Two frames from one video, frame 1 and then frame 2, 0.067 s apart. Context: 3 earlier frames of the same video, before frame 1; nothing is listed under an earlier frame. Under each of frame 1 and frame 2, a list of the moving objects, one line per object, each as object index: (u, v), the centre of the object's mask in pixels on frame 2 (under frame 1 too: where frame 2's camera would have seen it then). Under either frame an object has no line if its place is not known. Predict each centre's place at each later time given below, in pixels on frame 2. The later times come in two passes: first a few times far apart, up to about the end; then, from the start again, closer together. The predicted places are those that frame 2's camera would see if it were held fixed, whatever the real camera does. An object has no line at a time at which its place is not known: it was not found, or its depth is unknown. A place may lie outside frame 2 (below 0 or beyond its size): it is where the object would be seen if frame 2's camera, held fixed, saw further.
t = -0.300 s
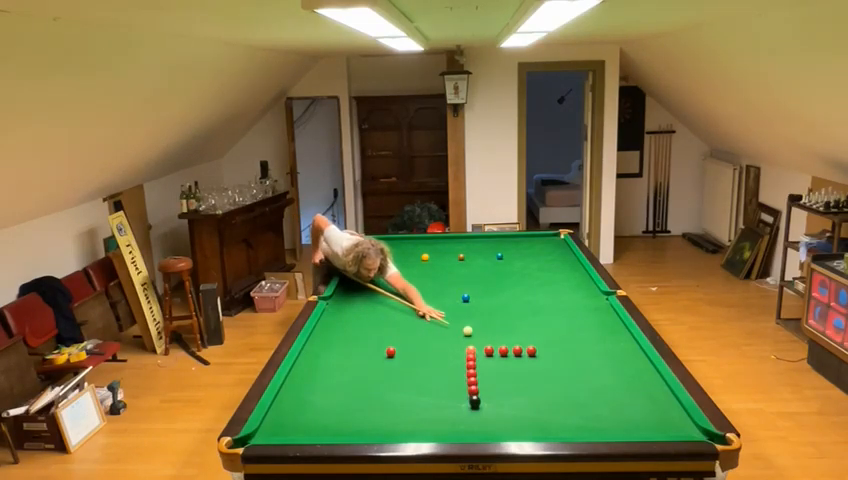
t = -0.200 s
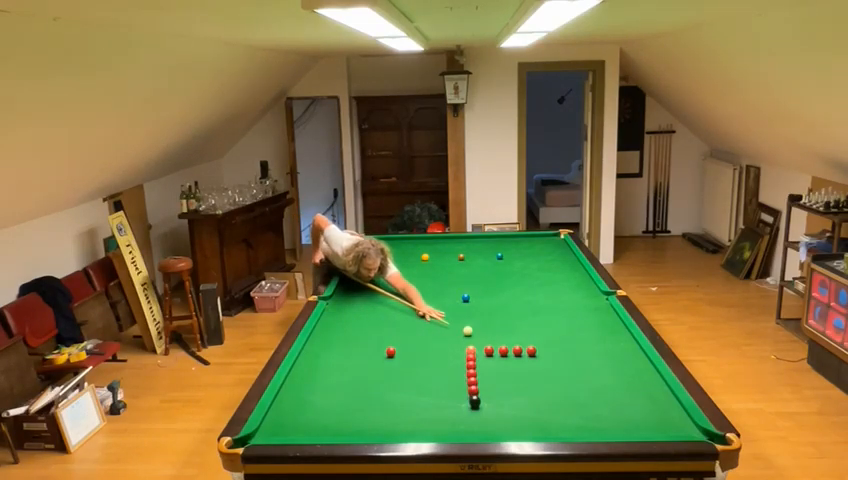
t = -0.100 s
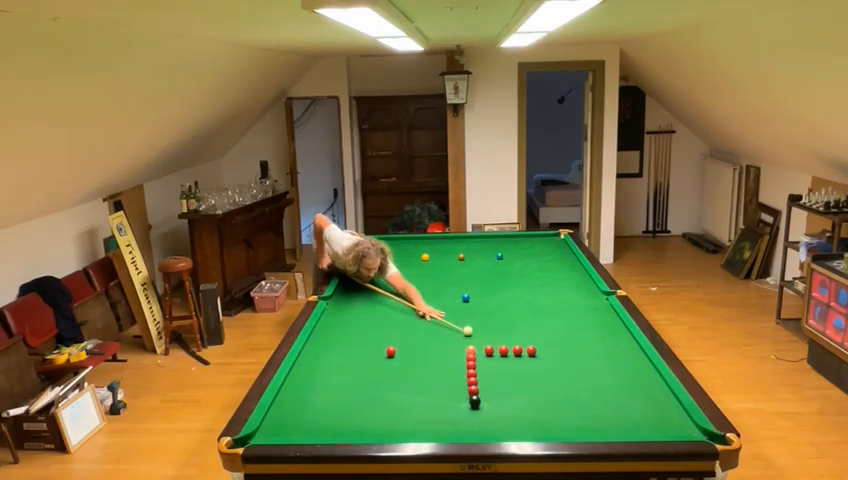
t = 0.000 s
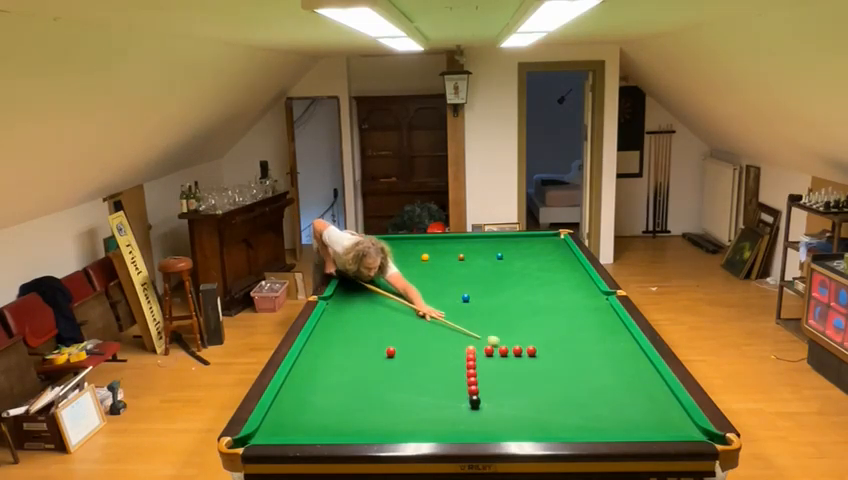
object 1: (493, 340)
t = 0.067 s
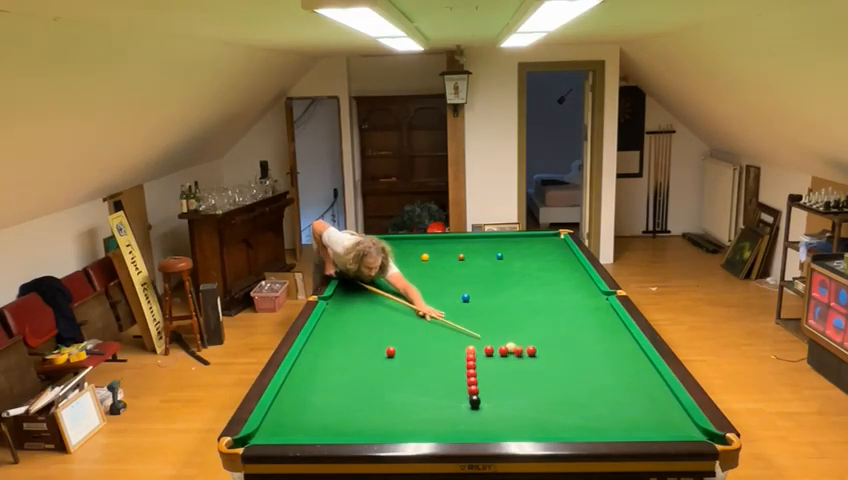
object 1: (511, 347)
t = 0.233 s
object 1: (512, 345)
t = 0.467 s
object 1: (512, 343)
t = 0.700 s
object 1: (513, 341)
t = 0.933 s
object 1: (514, 339)
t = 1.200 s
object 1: (514, 338)
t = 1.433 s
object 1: (515, 337)
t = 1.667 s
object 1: (515, 337)
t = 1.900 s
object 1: (515, 337)
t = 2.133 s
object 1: (515, 337)
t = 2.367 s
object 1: (515, 337)
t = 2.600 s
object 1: (515, 337)
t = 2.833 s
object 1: (515, 337)
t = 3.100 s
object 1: (515, 337)
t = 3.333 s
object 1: (515, 337)
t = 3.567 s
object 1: (515, 336)
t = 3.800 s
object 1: (515, 336)
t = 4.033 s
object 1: (515, 337)
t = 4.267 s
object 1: (515, 337)
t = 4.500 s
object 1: (515, 337)
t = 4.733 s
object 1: (515, 337)
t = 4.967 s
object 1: (516, 337)
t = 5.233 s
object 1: (514, 337)
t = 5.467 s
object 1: (516, 337)
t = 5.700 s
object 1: (516, 337)
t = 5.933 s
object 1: (515, 337)
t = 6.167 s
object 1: (515, 337)
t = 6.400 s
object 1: (515, 337)
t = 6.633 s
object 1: (515, 337)
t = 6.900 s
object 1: (515, 337)
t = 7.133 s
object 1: (515, 337)
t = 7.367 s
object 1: (515, 337)
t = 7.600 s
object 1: (515, 337)
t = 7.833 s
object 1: (515, 337)
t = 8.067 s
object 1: (515, 337)
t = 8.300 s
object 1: (515, 337)
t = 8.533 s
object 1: (515, 337)
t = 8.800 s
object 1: (515, 337)
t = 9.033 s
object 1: (515, 337)
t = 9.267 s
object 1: (515, 337)
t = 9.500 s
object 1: (515, 337)
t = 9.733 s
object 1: (515, 337)
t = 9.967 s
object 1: (515, 337)
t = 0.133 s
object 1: (511, 347)
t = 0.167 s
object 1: (511, 347)
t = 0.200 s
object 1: (512, 346)
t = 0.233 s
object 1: (512, 345)
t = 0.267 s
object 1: (512, 345)
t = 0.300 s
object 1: (512, 345)
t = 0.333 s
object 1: (512, 344)
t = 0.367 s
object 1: (512, 344)
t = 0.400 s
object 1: (512, 343)
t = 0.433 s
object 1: (512, 343)
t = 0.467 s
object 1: (512, 343)
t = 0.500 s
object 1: (512, 343)
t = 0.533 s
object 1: (512, 343)
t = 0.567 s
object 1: (513, 343)
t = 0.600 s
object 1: (513, 342)
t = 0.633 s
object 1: (513, 342)
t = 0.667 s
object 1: (513, 341)
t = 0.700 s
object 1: (513, 341)
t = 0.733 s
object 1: (513, 341)
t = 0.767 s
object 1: (513, 341)
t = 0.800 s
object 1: (513, 341)
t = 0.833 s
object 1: (514, 340)
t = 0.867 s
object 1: (514, 340)
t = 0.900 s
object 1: (514, 340)
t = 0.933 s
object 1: (514, 339)
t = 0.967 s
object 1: (514, 339)
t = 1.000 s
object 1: (514, 339)
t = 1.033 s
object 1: (514, 339)
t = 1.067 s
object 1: (514, 338)
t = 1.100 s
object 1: (514, 339)
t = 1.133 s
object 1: (514, 338)
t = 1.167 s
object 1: (514, 338)
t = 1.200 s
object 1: (514, 338)
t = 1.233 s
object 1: (514, 338)
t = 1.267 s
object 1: (514, 338)
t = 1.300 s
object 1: (514, 337)
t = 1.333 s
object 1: (514, 337)
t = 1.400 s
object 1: (514, 337)
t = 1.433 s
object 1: (515, 337)
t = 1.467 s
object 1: (515, 337)
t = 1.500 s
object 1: (515, 337)
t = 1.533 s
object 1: (515, 337)
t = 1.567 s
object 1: (515, 337)
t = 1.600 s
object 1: (515, 337)
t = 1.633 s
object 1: (515, 337)
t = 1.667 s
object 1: (515, 337)
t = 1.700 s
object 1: (515, 337)
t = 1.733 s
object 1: (515, 337)
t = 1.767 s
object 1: (515, 337)
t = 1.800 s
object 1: (515, 337)
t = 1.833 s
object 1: (515, 337)
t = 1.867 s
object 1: (515, 337)
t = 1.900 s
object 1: (515, 337)
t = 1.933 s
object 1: (515, 337)
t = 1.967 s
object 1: (515, 337)
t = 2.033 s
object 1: (515, 337)
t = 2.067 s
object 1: (515, 337)
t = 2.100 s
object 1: (515, 337)
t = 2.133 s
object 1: (515, 337)
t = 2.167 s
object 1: (515, 337)
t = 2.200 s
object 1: (515, 337)
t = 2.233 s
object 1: (515, 337)
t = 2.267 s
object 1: (515, 337)
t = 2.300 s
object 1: (515, 337)
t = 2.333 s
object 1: (515, 337)
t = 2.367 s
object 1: (515, 337)
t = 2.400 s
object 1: (515, 337)
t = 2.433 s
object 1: (515, 337)
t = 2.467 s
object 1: (515, 337)
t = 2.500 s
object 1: (515, 337)
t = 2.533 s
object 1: (515, 337)
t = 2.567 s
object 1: (515, 337)
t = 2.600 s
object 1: (515, 337)
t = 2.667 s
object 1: (515, 337)
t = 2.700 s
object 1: (515, 337)
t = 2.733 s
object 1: (515, 337)
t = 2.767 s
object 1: (515, 337)
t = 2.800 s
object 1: (515, 337)
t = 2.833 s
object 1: (515, 337)
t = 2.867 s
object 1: (515, 337)
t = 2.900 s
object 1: (515, 337)
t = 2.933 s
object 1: (515, 337)
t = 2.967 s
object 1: (515, 337)
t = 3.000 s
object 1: (515, 337)
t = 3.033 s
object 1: (515, 337)
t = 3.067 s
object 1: (515, 337)
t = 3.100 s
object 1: (515, 337)
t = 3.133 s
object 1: (515, 337)
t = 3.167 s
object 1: (515, 337)
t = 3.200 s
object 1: (515, 337)
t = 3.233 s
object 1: (515, 337)
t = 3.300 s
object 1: (515, 337)
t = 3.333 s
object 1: (515, 337)
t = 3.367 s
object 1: (515, 337)
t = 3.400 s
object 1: (515, 337)
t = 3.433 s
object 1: (515, 337)
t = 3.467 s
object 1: (515, 337)
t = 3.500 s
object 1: (515, 337)
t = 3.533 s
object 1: (515, 337)
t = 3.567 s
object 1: (515, 336)
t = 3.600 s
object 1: (515, 336)
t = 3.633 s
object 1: (515, 336)
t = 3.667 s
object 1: (515, 336)
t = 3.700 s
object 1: (515, 336)
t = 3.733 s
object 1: (515, 336)
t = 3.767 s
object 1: (515, 336)
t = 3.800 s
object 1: (515, 336)
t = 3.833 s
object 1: (515, 337)
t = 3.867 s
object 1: (515, 336)
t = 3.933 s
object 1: (515, 337)
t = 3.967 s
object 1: (515, 337)
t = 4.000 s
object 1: (515, 337)
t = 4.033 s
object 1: (515, 337)
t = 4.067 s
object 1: (515, 337)
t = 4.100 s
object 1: (515, 337)
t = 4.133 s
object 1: (515, 336)
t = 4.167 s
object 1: (515, 336)
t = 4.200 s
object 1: (515, 336)
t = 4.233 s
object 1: (515, 336)
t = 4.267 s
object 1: (515, 337)
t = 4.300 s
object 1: (515, 337)
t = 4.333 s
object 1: (515, 337)
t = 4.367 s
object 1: (515, 337)
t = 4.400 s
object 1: (515, 337)
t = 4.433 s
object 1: (515, 337)
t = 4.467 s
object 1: (515, 337)
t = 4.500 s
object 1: (515, 337)
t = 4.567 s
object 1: (515, 337)
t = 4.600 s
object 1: (515, 337)
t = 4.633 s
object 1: (515, 337)
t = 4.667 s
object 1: (515, 337)
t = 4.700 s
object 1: (515, 337)
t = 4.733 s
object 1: (515, 337)
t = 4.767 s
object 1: (515, 337)
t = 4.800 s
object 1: (515, 337)
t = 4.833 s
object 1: (515, 337)
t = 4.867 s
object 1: (515, 337)
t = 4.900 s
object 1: (515, 336)
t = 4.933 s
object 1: (515, 337)
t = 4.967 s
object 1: (516, 337)
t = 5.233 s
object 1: (514, 337)
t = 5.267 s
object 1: (515, 337)
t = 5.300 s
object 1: (515, 337)
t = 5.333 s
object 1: (516, 337)
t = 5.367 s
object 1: (516, 337)
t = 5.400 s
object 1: (516, 337)
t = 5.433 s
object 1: (516, 337)
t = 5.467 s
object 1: (516, 337)
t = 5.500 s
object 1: (515, 337)
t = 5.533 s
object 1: (515, 337)
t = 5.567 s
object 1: (516, 337)
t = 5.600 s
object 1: (516, 337)
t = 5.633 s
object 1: (515, 337)
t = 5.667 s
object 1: (516, 337)
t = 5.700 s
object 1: (516, 337)
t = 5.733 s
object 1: (516, 337)
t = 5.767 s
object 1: (516, 337)
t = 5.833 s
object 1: (516, 337)
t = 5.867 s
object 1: (515, 337)
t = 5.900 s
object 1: (515, 337)
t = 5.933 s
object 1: (515, 337)
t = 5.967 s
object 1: (515, 337)
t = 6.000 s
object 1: (515, 337)
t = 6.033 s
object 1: (515, 337)
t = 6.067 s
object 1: (515, 337)
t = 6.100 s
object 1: (515, 336)
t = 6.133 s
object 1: (515, 336)
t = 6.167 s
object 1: (515, 337)
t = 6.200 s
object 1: (515, 337)
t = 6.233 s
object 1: (515, 337)
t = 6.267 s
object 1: (515, 337)
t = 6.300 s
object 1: (515, 337)
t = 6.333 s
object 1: (515, 337)
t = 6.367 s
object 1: (515, 337)
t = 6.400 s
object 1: (515, 337)
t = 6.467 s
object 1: (515, 337)
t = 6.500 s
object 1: (515, 337)
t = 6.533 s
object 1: (515, 337)
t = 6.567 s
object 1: (515, 337)
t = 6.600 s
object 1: (515, 337)
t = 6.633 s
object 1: (515, 337)
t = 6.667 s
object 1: (515, 337)
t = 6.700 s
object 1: (515, 337)
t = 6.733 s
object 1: (515, 337)
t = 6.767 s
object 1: (515, 337)
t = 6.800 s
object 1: (515, 337)
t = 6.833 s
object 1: (515, 337)
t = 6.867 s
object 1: (515, 337)
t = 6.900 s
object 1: (515, 337)
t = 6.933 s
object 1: (515, 337)
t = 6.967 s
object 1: (515, 337)
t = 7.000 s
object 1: (515, 337)
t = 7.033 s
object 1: (515, 337)
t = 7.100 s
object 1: (515, 337)
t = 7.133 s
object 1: (515, 337)
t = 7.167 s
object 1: (515, 337)
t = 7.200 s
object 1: (515, 337)
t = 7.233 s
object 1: (515, 337)
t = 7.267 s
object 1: (515, 337)
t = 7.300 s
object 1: (515, 337)
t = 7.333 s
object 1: (515, 337)
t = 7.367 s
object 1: (515, 337)
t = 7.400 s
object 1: (515, 337)
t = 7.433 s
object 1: (515, 337)
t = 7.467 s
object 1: (515, 337)
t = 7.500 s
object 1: (515, 337)
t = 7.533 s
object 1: (515, 337)
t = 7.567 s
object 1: (515, 337)
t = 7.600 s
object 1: (515, 337)
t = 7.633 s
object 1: (515, 337)
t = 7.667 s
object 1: (515, 337)
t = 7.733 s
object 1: (515, 337)
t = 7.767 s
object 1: (515, 337)
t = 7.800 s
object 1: (515, 337)
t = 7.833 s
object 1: (515, 337)
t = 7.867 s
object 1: (515, 337)
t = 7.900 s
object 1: (515, 337)
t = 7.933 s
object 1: (515, 337)
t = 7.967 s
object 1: (515, 337)
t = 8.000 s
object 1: (515, 337)
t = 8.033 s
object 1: (515, 337)
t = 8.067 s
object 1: (515, 337)
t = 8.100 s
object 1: (515, 337)
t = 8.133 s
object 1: (515, 337)
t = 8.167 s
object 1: (515, 337)
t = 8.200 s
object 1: (515, 337)
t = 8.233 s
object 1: (515, 337)
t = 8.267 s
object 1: (515, 337)
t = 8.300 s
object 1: (515, 337)
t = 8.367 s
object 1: (515, 337)
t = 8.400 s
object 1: (515, 337)
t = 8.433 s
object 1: (515, 337)
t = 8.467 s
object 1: (515, 337)
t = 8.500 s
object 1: (515, 337)
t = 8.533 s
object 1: (515, 337)
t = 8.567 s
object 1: (515, 337)
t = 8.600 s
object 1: (515, 337)
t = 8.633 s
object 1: (515, 337)
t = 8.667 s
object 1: (515, 337)
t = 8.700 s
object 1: (515, 337)
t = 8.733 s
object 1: (515, 337)
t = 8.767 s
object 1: (515, 337)
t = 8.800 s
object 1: (515, 337)
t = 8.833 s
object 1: (515, 337)
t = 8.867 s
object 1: (515, 337)
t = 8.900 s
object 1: (515, 337)
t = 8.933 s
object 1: (515, 337)
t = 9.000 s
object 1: (515, 337)
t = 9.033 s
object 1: (515, 337)
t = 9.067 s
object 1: (515, 337)
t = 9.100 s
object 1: (515, 337)
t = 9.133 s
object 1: (515, 337)
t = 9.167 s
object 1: (515, 337)
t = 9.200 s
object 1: (515, 337)
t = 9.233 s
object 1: (515, 337)
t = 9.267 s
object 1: (515, 337)
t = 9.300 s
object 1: (515, 337)
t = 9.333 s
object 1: (515, 337)
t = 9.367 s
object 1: (515, 337)
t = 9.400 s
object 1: (515, 337)
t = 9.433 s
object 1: (515, 337)
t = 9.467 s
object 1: (515, 337)
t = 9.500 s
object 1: (515, 337)
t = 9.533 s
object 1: (515, 337)
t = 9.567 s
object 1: (515, 337)
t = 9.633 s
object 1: (515, 337)
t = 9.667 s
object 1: (515, 337)
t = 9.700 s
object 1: (515, 337)
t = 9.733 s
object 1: (515, 337)
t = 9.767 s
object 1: (515, 337)
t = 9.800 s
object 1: (515, 337)
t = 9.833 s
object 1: (515, 337)
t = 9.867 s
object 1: (515, 337)
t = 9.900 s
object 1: (515, 337)
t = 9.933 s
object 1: (515, 337)
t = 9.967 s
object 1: (515, 337)
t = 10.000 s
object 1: (515, 337)
